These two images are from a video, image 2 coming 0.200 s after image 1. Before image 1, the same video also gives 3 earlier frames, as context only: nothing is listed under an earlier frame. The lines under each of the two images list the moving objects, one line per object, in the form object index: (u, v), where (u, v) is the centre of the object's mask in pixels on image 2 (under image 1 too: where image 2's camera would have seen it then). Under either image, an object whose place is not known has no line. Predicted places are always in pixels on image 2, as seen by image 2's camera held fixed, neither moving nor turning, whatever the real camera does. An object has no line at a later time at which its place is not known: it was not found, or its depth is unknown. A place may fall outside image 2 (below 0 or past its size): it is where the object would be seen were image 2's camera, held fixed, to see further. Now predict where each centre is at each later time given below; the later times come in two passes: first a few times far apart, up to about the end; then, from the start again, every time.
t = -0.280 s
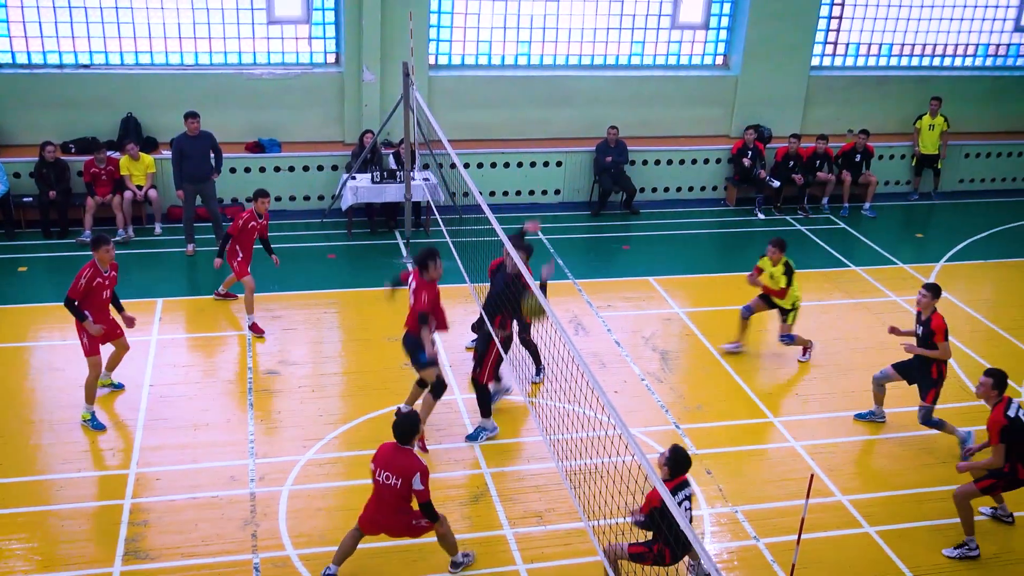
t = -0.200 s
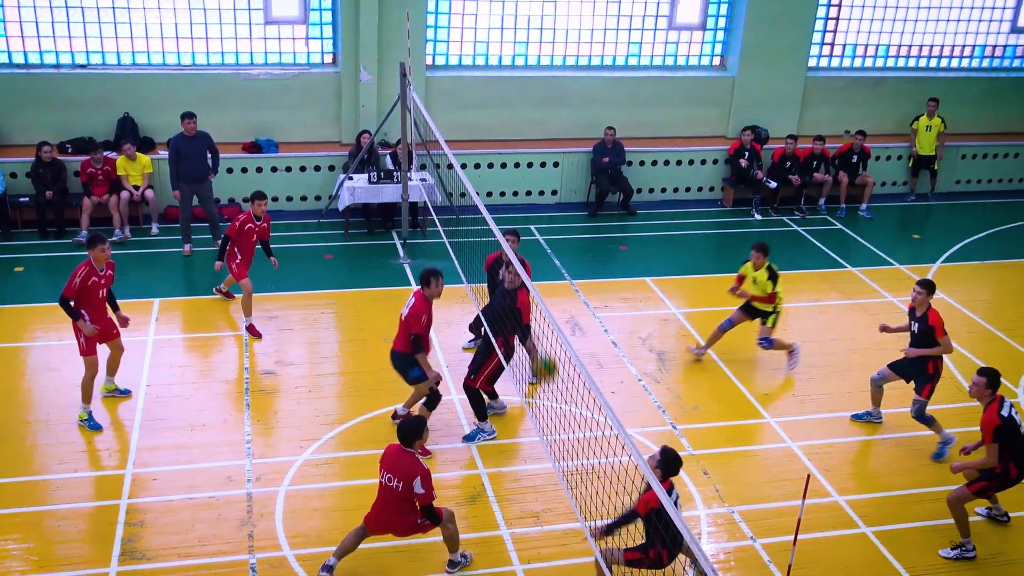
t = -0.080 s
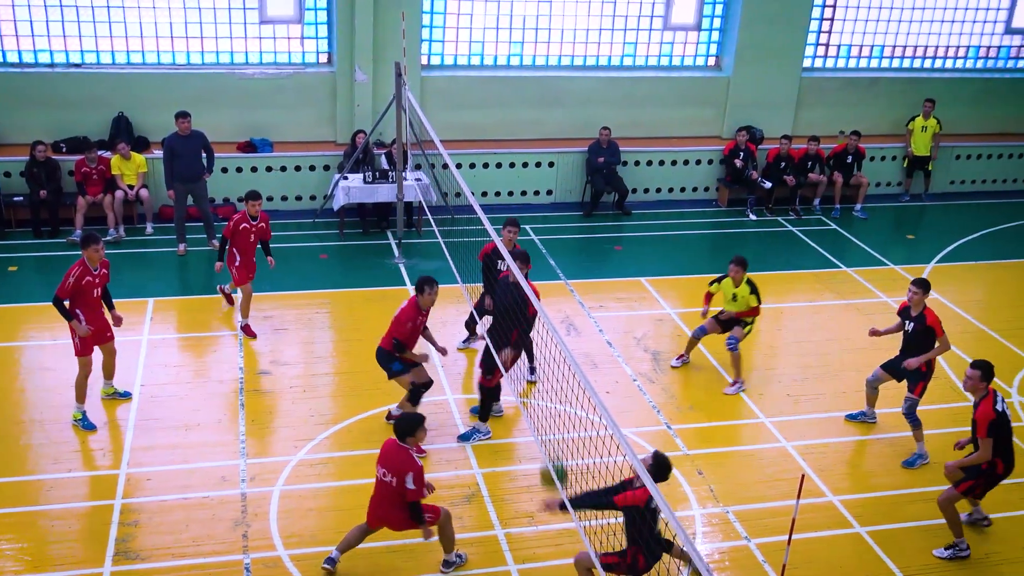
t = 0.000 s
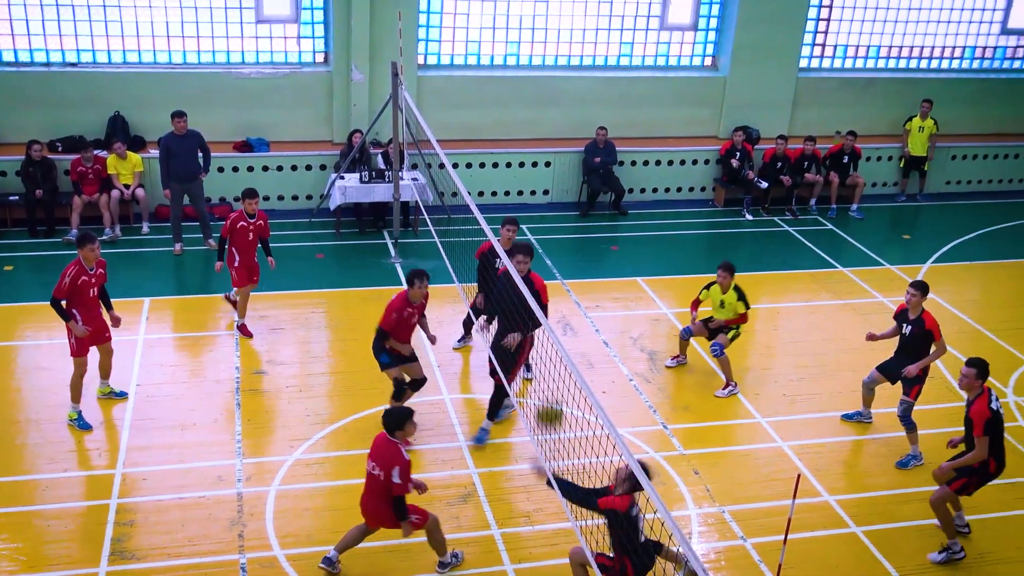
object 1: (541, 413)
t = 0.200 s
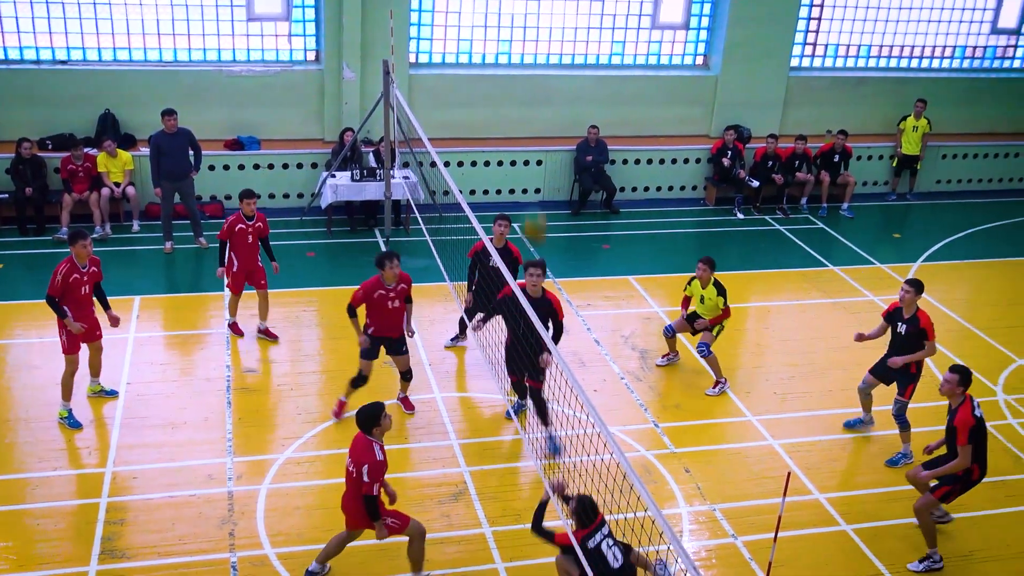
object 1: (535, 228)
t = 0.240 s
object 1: (532, 195)
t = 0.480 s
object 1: (519, 53)
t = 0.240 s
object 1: (532, 195)
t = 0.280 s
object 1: (530, 166)
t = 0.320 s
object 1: (528, 137)
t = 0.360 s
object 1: (526, 114)
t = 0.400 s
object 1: (524, 91)
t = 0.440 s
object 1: (522, 71)
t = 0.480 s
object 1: (519, 53)
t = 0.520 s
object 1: (516, 35)
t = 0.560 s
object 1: (513, 22)
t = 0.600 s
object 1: (511, 13)
